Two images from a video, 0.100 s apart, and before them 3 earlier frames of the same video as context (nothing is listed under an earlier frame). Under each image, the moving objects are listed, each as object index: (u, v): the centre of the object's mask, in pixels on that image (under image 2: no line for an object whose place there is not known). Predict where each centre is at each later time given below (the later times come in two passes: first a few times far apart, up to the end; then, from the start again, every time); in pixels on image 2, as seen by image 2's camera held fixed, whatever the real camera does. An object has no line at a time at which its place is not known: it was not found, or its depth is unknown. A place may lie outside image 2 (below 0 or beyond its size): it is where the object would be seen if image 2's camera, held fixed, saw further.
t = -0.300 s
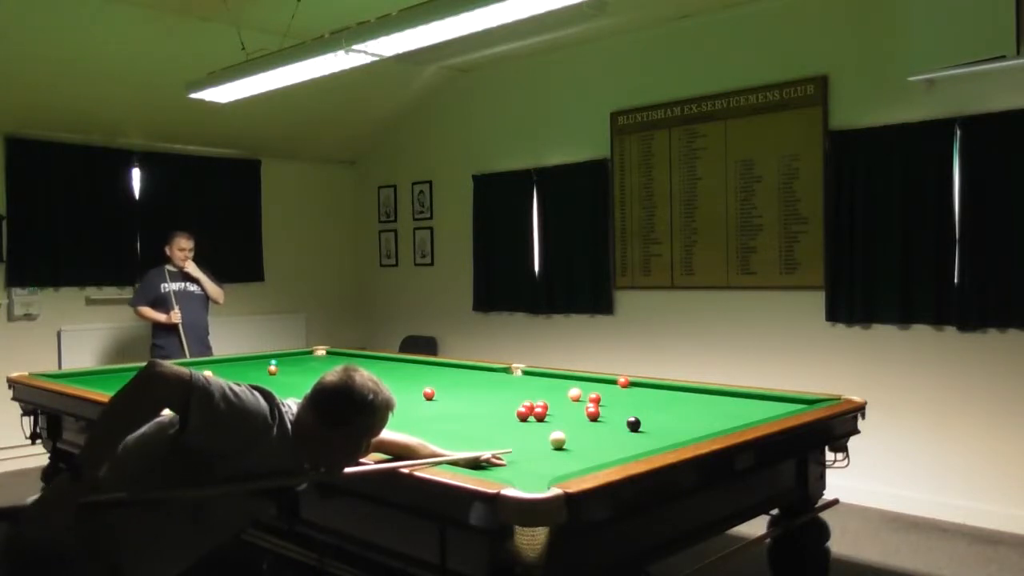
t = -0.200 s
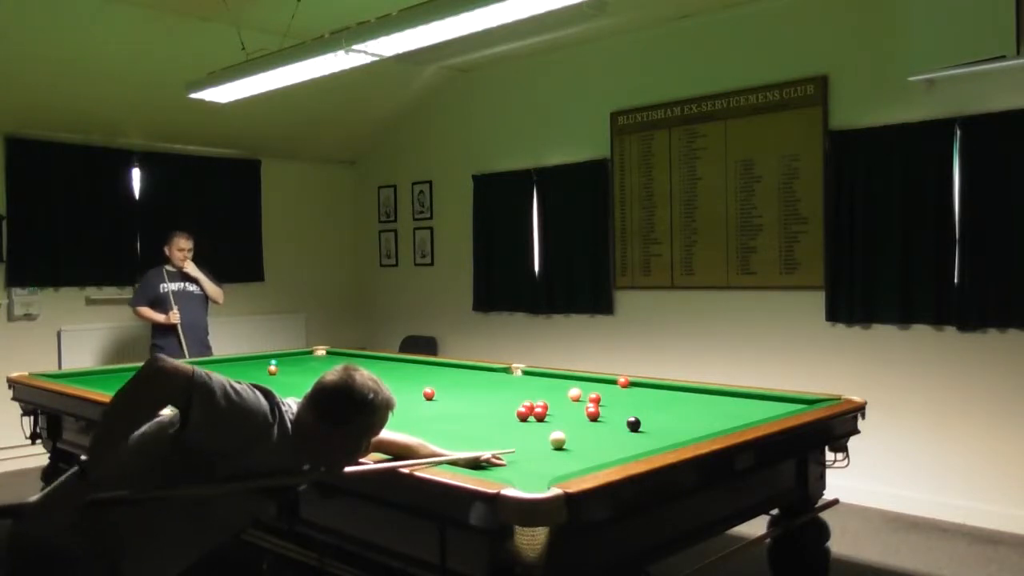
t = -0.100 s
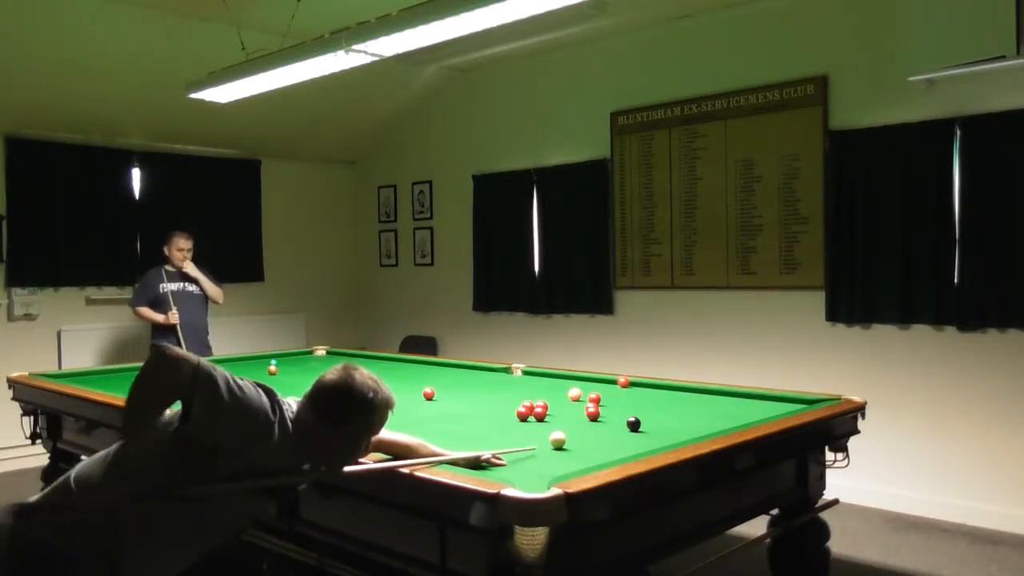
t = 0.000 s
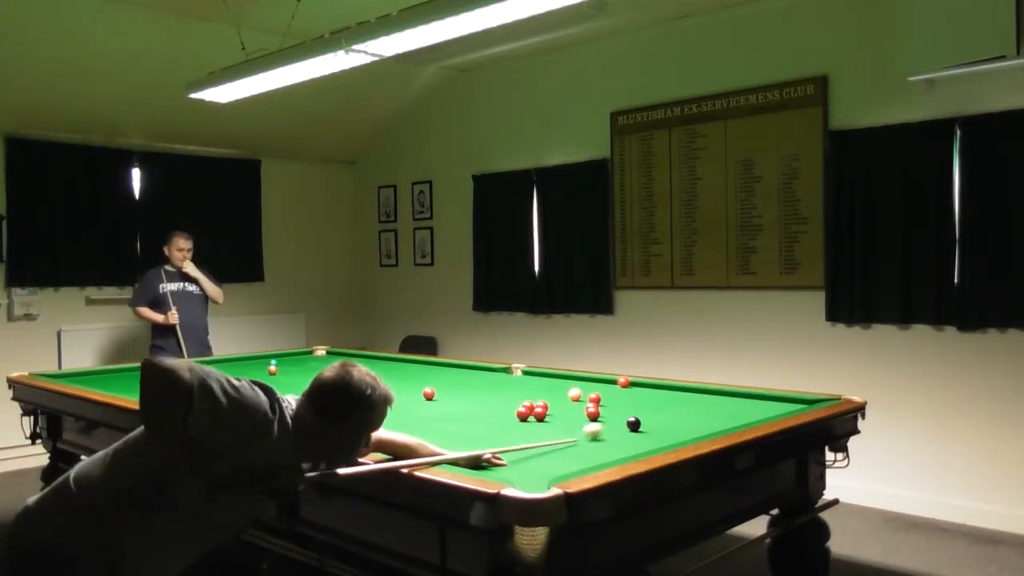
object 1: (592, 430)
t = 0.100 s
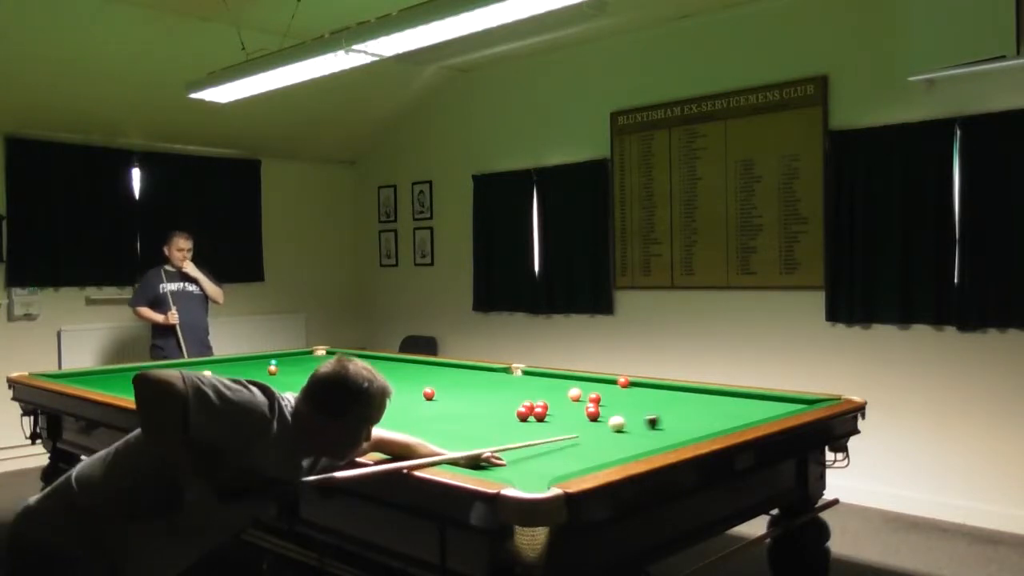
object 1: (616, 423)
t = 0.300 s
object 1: (592, 420)
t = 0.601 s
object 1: (556, 418)
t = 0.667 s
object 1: (549, 417)
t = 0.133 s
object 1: (614, 422)
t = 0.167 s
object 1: (609, 422)
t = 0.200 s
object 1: (605, 421)
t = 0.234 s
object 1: (602, 421)
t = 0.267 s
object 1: (597, 420)
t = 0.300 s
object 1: (592, 420)
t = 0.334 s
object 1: (589, 420)
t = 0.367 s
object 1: (584, 420)
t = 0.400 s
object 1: (579, 419)
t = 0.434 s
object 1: (577, 419)
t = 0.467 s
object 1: (572, 419)
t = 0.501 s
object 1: (567, 419)
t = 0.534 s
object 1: (565, 418)
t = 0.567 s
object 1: (561, 418)
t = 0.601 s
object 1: (556, 418)
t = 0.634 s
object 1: (554, 418)
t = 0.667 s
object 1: (549, 417)
